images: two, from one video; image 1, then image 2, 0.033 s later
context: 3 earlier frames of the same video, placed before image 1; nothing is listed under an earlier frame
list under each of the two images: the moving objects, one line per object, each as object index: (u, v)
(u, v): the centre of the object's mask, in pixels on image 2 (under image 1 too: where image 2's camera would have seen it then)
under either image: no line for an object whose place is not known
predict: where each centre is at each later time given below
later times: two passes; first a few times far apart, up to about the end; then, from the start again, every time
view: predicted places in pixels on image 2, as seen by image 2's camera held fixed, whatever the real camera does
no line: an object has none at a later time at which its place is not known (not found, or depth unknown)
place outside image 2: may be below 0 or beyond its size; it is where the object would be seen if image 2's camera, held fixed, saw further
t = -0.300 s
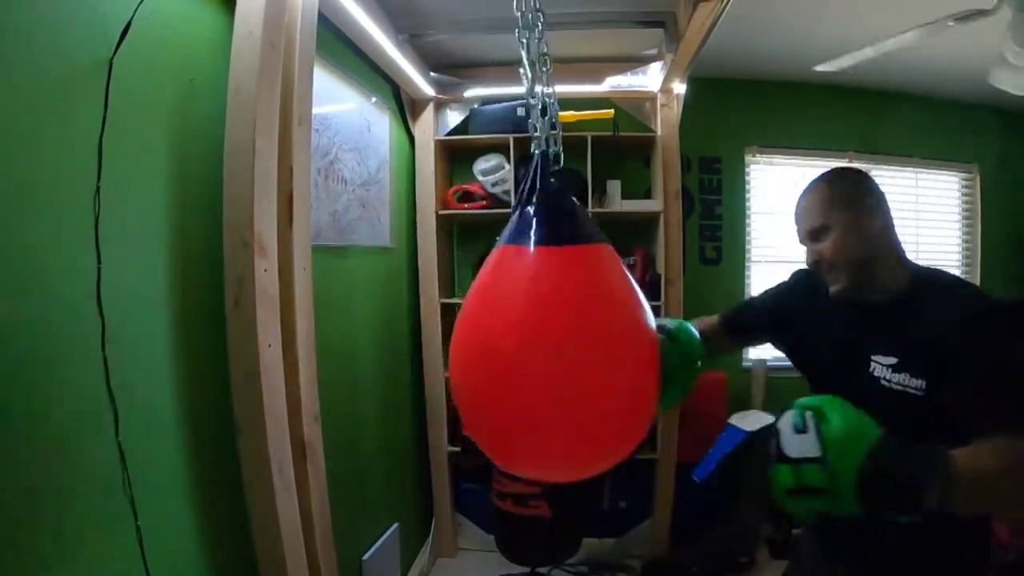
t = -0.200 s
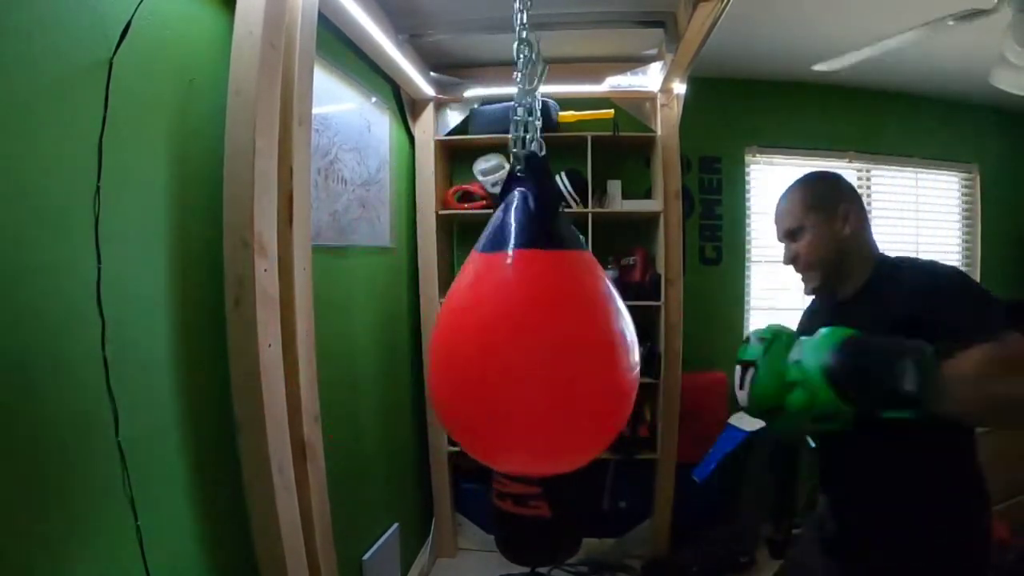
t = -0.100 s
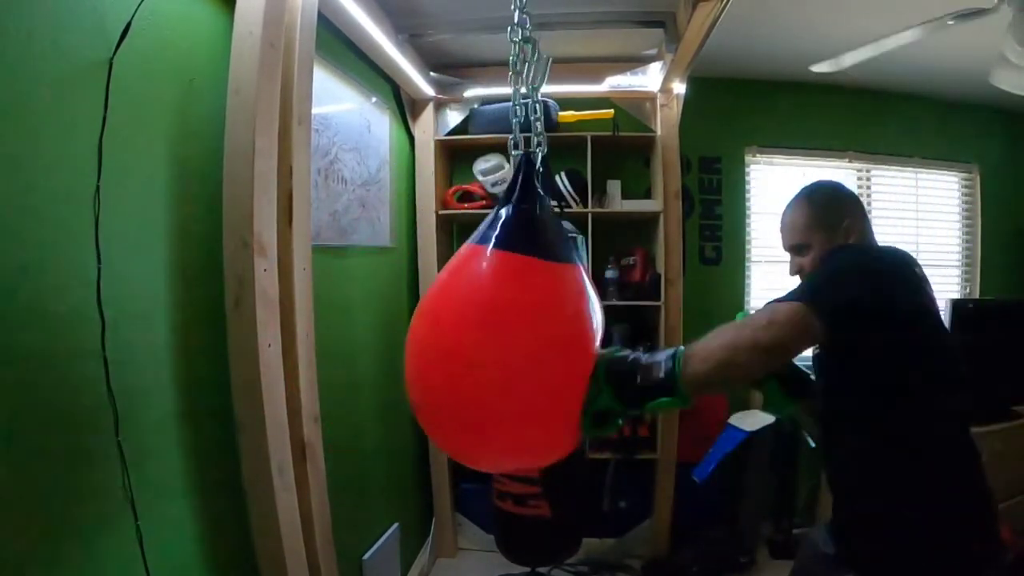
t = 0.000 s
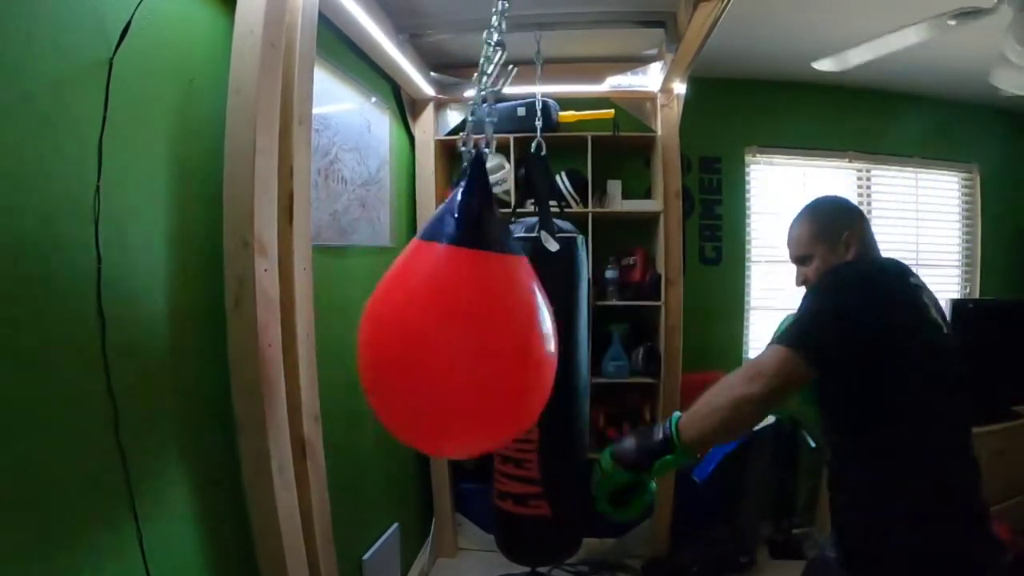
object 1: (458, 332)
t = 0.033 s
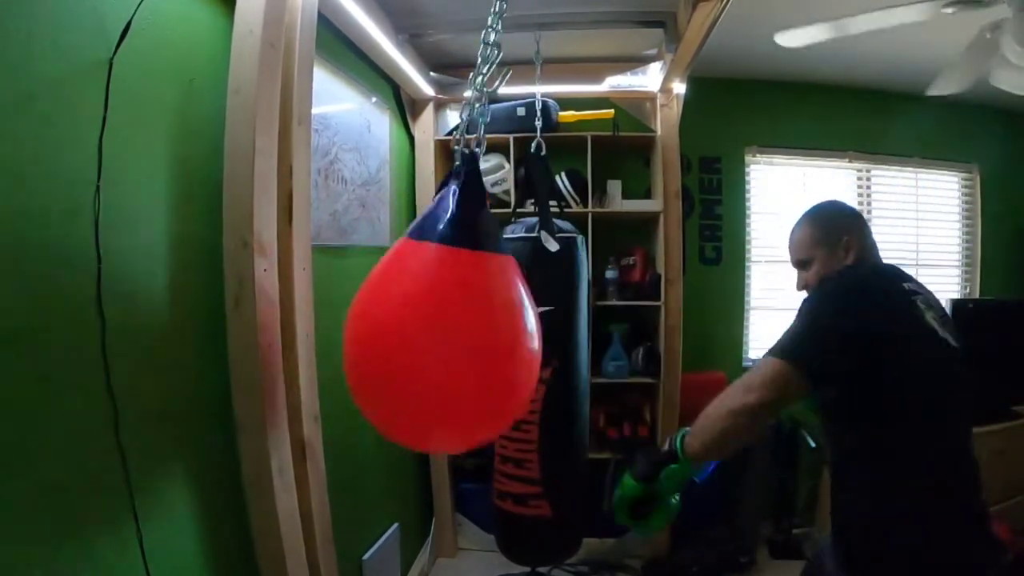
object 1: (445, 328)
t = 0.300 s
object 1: (382, 306)
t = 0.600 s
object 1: (416, 334)
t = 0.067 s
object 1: (435, 324)
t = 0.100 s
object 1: (425, 319)
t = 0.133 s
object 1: (414, 316)
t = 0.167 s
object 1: (404, 313)
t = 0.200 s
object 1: (396, 310)
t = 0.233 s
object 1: (390, 307)
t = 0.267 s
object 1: (385, 306)
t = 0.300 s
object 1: (382, 306)
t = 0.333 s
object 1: (379, 307)
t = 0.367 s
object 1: (378, 308)
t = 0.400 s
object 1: (378, 310)
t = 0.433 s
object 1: (381, 313)
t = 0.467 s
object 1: (384, 317)
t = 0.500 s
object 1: (389, 321)
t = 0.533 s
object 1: (396, 325)
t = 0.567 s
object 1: (404, 329)
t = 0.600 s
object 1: (416, 334)
